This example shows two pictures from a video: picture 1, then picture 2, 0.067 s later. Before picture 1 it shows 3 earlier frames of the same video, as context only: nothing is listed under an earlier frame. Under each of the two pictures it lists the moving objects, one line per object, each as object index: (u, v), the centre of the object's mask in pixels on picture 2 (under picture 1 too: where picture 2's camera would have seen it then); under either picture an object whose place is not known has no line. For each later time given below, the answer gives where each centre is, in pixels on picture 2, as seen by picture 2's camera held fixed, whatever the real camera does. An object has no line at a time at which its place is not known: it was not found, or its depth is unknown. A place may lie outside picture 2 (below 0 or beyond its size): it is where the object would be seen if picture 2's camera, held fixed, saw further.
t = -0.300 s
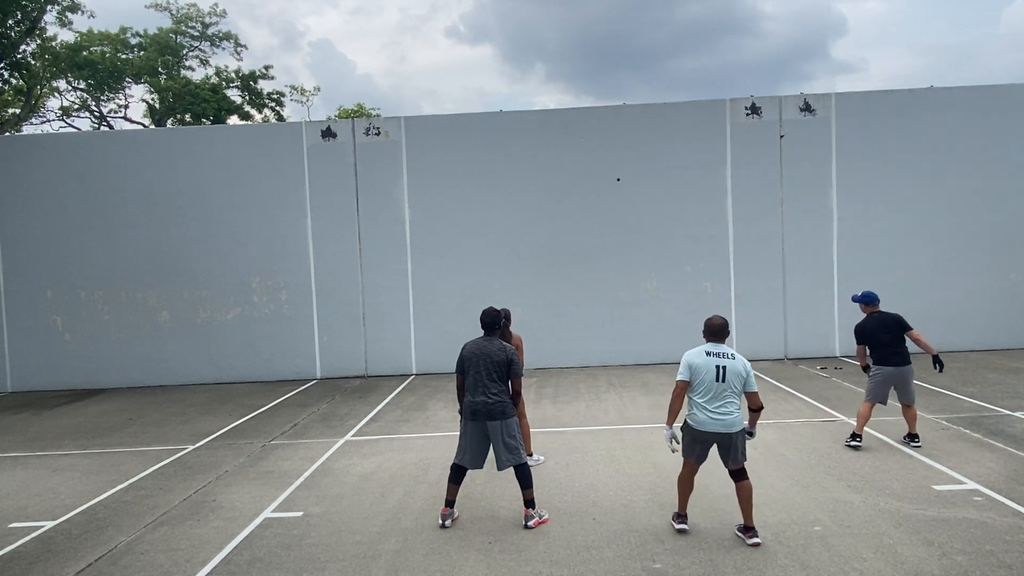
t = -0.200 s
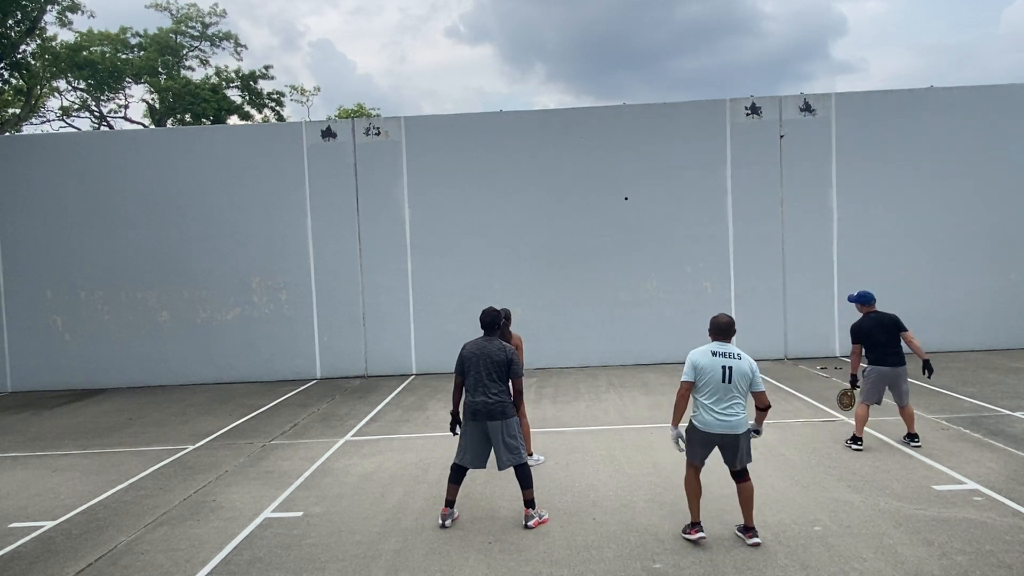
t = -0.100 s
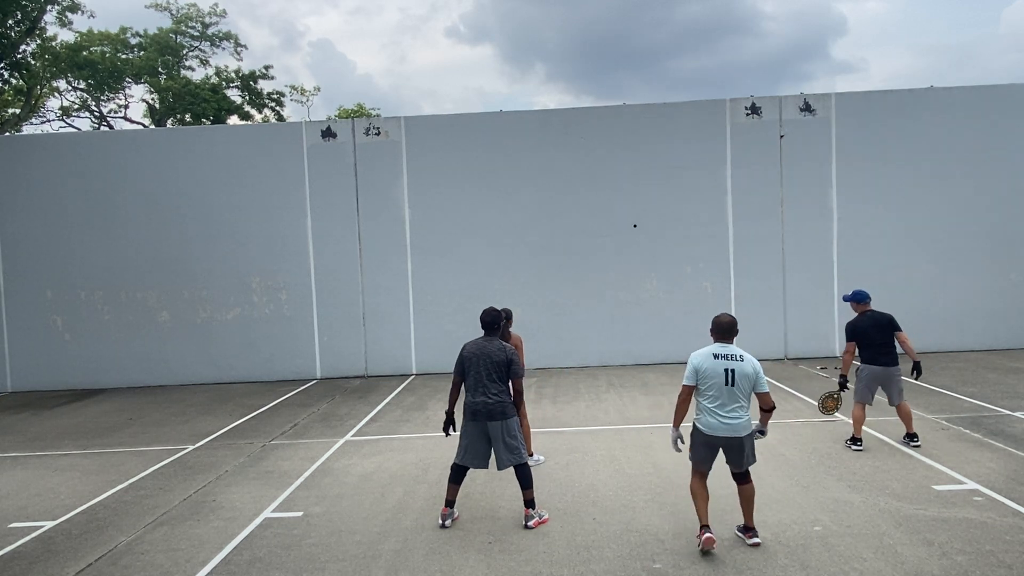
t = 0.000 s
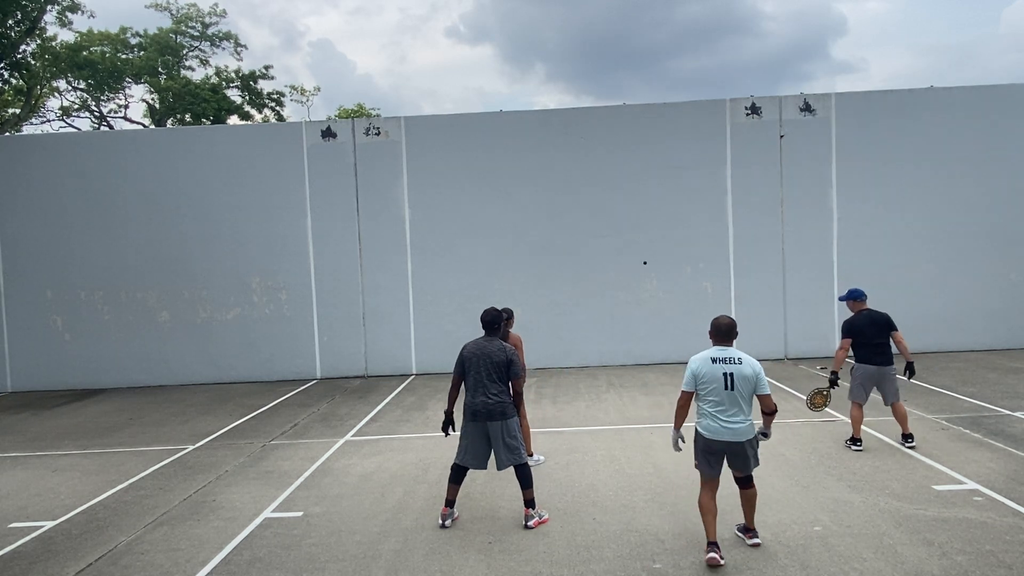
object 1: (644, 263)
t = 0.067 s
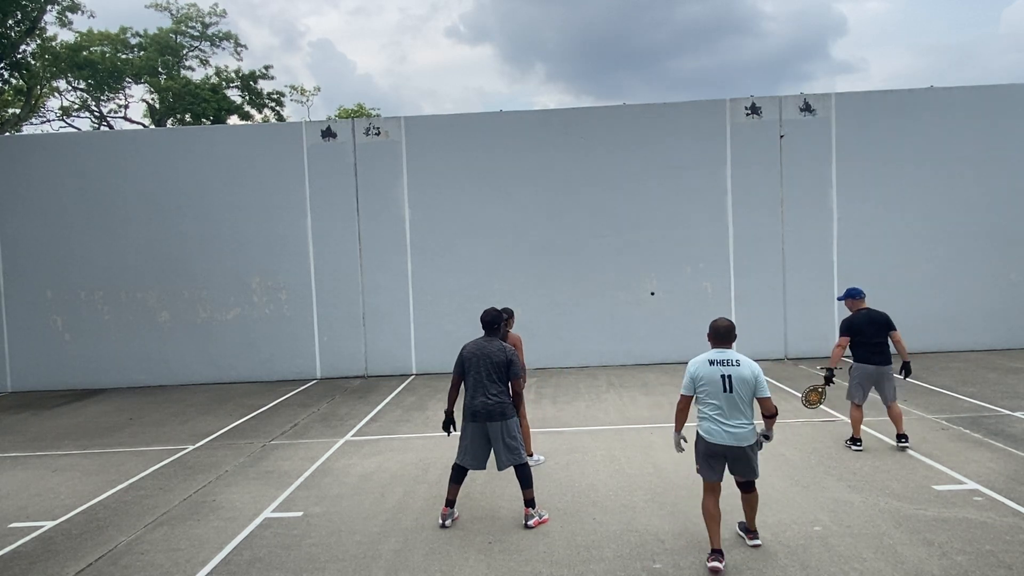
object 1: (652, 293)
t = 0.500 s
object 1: (696, 309)
